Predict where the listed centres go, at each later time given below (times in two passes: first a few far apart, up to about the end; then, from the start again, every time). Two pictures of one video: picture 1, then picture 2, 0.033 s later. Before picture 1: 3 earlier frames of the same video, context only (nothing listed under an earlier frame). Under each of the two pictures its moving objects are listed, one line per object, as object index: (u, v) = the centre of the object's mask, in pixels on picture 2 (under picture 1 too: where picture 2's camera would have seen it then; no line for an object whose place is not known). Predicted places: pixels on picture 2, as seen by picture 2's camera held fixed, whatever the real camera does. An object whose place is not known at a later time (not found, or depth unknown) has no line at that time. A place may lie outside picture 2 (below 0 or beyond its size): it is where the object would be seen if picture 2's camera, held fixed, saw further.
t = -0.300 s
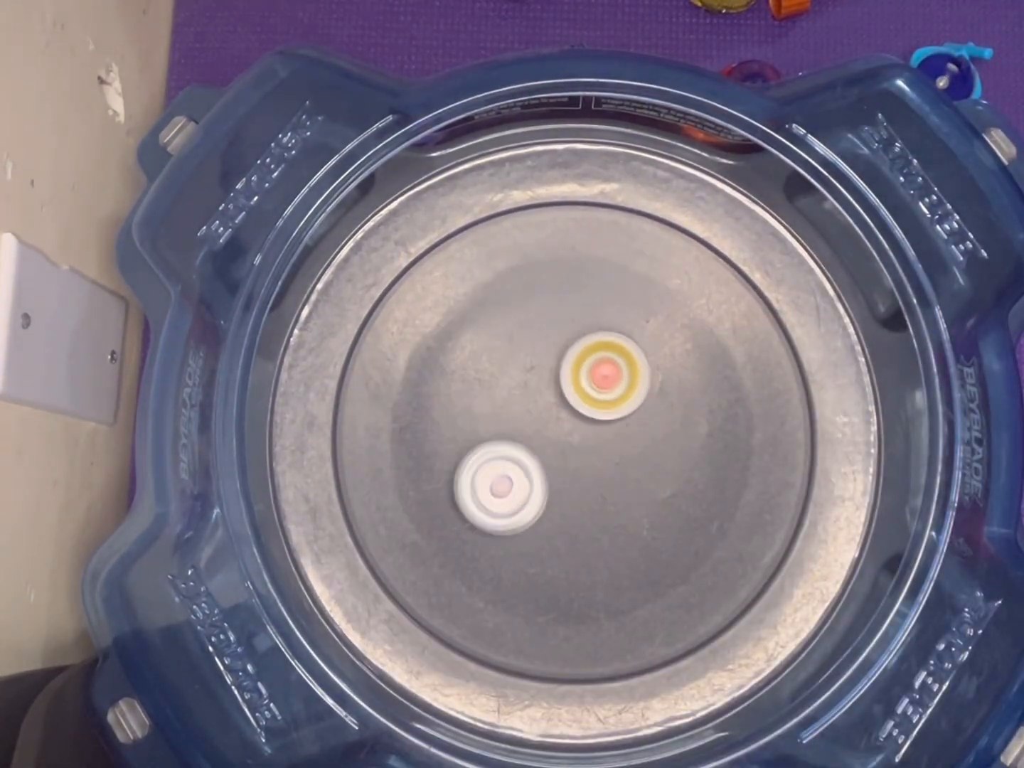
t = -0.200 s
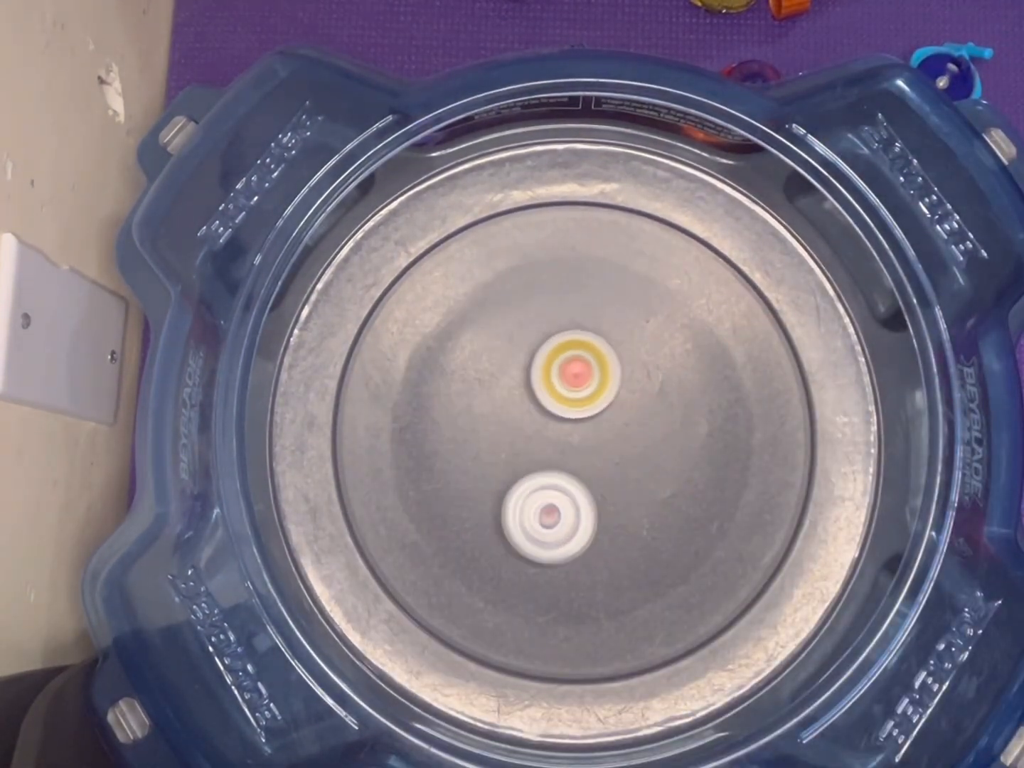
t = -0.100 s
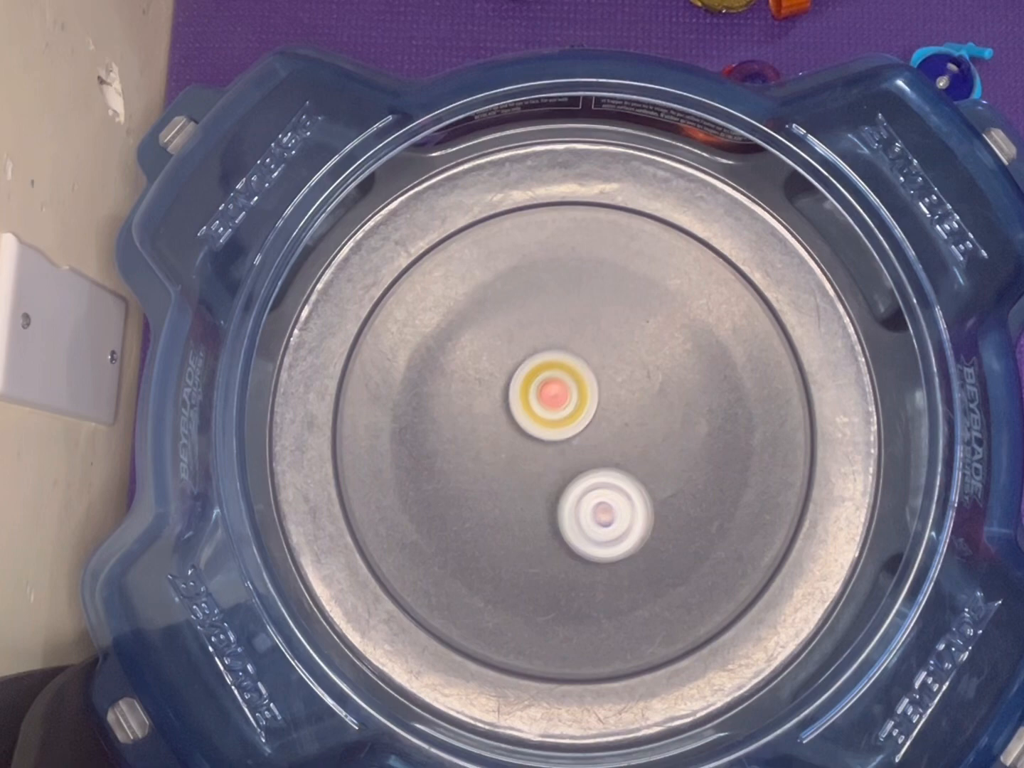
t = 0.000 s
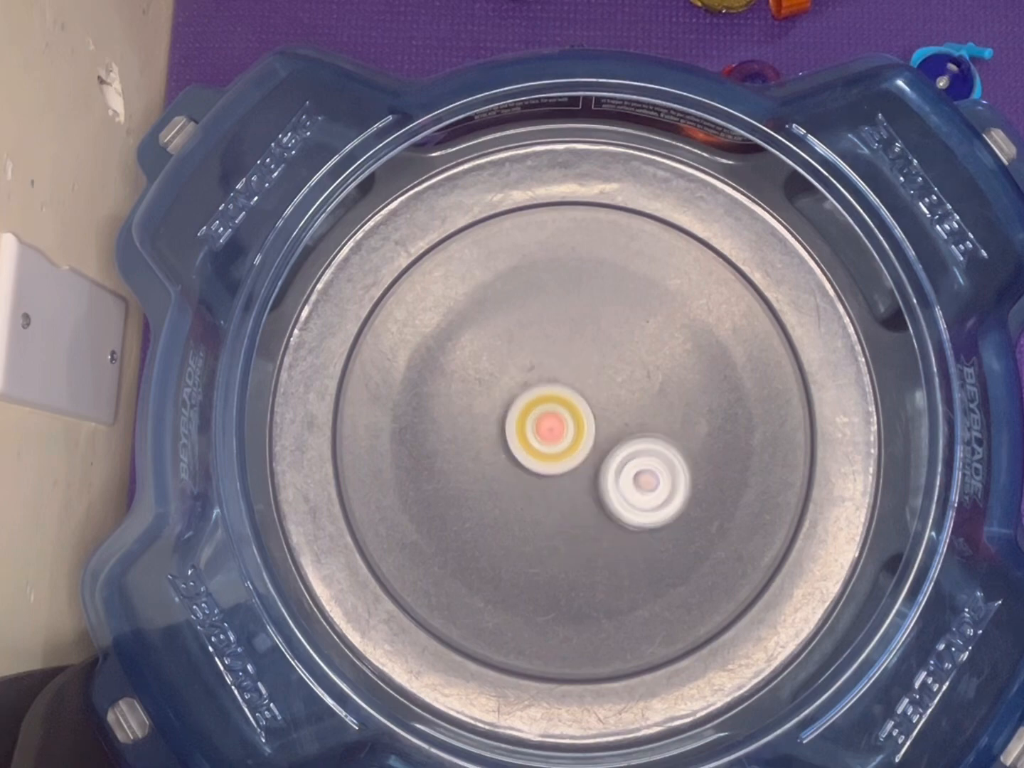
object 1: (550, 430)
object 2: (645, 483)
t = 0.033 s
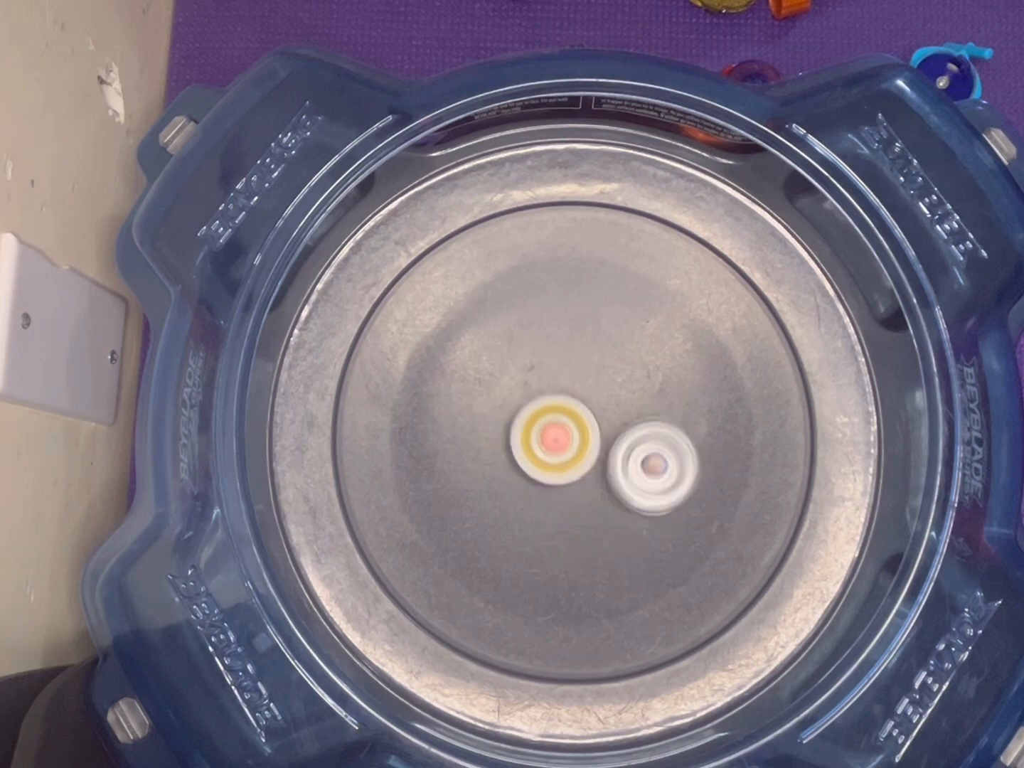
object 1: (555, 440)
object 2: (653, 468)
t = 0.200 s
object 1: (475, 467)
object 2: (776, 387)
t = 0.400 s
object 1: (482, 523)
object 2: (729, 328)
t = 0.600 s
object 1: (571, 551)
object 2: (586, 347)
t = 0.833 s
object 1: (651, 502)
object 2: (556, 466)
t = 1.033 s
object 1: (716, 414)
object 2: (530, 492)
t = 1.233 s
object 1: (645, 336)
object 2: (573, 458)
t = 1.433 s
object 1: (551, 351)
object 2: (600, 454)
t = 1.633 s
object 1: (488, 398)
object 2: (587, 505)
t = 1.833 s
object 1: (451, 449)
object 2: (652, 517)
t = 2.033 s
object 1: (488, 518)
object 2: (624, 442)
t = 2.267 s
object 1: (566, 584)
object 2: (523, 395)
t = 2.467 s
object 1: (651, 557)
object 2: (511, 391)
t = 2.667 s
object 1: (677, 468)
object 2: (521, 444)
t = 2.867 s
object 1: (621, 388)
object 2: (532, 478)
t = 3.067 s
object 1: (643, 139)
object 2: (464, 628)
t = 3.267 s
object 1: (543, 410)
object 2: (483, 661)
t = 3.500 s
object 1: (585, 403)
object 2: (499, 722)
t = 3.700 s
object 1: (628, 296)
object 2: (571, 693)
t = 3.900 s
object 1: (564, 291)
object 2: (631, 556)
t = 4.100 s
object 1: (505, 320)
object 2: (600, 451)
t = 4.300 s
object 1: (413, 256)
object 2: (603, 532)
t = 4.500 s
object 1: (379, 276)
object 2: (615, 574)
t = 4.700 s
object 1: (404, 385)
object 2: (605, 474)
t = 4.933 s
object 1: (482, 471)
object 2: (579, 445)
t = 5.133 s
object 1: (459, 569)
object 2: (652, 382)
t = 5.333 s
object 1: (475, 637)
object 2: (686, 268)
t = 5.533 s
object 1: (566, 641)
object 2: (598, 271)
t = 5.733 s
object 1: (633, 604)
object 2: (550, 345)
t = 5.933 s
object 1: (663, 526)
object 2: (549, 386)
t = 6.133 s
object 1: (684, 498)
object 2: (552, 356)
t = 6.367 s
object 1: (751, 533)
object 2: (469, 333)
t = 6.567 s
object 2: (499, 419)
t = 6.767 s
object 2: (546, 443)
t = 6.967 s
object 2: (523, 486)
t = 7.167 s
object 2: (376, 652)
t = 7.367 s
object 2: (481, 601)
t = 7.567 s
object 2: (573, 509)
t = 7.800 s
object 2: (588, 447)
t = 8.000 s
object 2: (550, 418)
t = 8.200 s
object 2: (525, 412)
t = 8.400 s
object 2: (521, 423)
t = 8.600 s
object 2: (520, 413)
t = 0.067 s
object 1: (562, 448)
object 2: (658, 450)
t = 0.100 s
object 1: (551, 453)
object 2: (680, 433)
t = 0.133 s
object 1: (522, 457)
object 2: (720, 417)
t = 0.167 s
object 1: (496, 462)
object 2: (753, 401)
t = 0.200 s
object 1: (475, 467)
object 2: (776, 387)
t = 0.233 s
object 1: (460, 473)
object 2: (791, 371)
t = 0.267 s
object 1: (452, 480)
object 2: (793, 358)
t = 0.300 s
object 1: (451, 489)
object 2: (783, 348)
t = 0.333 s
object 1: (457, 499)
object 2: (770, 340)
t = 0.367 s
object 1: (468, 511)
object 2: (750, 334)
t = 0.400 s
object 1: (482, 523)
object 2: (729, 328)
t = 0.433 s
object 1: (496, 533)
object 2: (704, 325)
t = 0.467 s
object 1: (511, 540)
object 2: (679, 326)
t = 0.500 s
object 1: (526, 546)
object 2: (654, 330)
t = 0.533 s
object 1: (541, 549)
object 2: (628, 335)
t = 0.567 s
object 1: (556, 551)
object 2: (606, 340)
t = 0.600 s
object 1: (571, 551)
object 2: (586, 347)
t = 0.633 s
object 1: (586, 550)
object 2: (570, 358)
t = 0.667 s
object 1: (601, 546)
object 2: (558, 372)
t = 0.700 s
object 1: (615, 540)
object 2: (550, 390)
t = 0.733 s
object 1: (626, 532)
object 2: (545, 409)
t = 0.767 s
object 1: (635, 524)
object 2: (545, 429)
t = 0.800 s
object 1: (643, 514)
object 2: (549, 448)
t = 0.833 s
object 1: (651, 502)
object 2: (556, 466)
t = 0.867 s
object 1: (668, 492)
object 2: (555, 480)
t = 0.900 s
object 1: (692, 483)
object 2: (544, 488)
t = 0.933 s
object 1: (708, 471)
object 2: (538, 494)
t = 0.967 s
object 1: (715, 454)
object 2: (533, 496)
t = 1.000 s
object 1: (718, 434)
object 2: (530, 494)
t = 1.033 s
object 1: (716, 414)
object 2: (530, 492)
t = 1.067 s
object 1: (710, 396)
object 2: (534, 489)
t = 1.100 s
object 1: (702, 381)
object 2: (540, 484)
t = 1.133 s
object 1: (690, 367)
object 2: (546, 478)
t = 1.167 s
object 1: (676, 355)
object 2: (553, 471)
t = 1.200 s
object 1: (661, 344)
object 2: (562, 465)
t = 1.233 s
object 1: (645, 336)
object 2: (573, 458)
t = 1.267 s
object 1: (628, 332)
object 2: (583, 453)
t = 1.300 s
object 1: (611, 330)
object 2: (591, 449)
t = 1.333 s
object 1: (595, 331)
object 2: (597, 447)
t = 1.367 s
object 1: (578, 335)
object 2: (601, 447)
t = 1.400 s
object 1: (563, 342)
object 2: (602, 449)
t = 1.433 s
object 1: (551, 351)
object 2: (600, 454)
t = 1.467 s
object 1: (540, 360)
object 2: (595, 462)
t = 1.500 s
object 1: (529, 373)
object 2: (587, 469)
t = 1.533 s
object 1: (520, 385)
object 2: (579, 476)
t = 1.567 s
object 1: (515, 398)
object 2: (573, 480)
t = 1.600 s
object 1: (509, 408)
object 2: (573, 485)
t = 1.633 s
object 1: (488, 398)
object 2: (587, 505)
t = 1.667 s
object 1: (472, 394)
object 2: (598, 520)
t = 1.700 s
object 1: (462, 397)
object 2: (610, 531)
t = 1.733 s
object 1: (456, 408)
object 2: (622, 535)
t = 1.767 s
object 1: (453, 420)
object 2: (633, 533)
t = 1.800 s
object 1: (452, 435)
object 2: (641, 527)
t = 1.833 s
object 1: (451, 449)
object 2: (652, 517)
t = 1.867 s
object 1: (453, 463)
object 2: (660, 503)
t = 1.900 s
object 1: (457, 476)
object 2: (661, 490)
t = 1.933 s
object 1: (463, 488)
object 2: (659, 477)
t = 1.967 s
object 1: (470, 500)
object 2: (651, 463)
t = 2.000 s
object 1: (479, 510)
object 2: (638, 452)
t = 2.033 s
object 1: (488, 518)
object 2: (624, 442)
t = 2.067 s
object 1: (499, 524)
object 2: (607, 434)
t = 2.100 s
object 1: (510, 527)
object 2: (590, 431)
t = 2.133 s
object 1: (521, 529)
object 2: (573, 431)
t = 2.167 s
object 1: (533, 530)
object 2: (556, 433)
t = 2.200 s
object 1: (544, 542)
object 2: (542, 428)
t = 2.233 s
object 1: (554, 568)
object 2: (532, 408)
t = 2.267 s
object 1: (566, 584)
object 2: (523, 395)
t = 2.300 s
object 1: (579, 591)
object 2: (518, 385)
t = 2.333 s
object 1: (594, 590)
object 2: (514, 380)
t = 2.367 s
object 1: (609, 585)
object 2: (510, 377)
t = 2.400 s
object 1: (624, 578)
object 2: (508, 379)
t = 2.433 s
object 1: (638, 569)
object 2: (509, 383)
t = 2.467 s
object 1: (651, 557)
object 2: (511, 391)
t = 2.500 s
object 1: (662, 544)
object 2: (514, 399)
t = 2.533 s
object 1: (671, 530)
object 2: (517, 408)
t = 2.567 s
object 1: (677, 514)
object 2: (518, 417)
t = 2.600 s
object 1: (680, 498)
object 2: (519, 426)
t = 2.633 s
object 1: (680, 483)
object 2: (520, 435)
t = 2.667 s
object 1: (677, 468)
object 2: (521, 444)
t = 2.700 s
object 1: (673, 454)
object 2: (522, 451)
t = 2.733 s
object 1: (666, 439)
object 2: (524, 458)
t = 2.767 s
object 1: (658, 425)
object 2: (528, 465)
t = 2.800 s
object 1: (647, 410)
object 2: (530, 472)
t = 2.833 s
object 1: (635, 399)
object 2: (531, 478)
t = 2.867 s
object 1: (621, 388)
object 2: (532, 478)
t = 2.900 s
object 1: (608, 379)
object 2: (535, 477)
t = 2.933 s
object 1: (590, 374)
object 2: (540, 469)
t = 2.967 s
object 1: (574, 369)
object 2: (545, 460)
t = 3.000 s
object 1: (593, 299)
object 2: (523, 505)
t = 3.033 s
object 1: (624, 202)
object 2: (489, 571)
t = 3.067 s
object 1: (643, 139)
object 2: (464, 628)
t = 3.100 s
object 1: (633, 154)
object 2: (456, 654)
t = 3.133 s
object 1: (614, 201)
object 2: (460, 666)
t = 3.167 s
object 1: (593, 256)
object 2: (464, 673)
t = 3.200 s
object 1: (571, 309)
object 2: (471, 676)
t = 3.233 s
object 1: (556, 361)
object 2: (477, 672)
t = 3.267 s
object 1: (543, 410)
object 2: (483, 661)
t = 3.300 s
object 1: (530, 458)
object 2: (490, 647)
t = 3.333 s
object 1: (521, 498)
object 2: (499, 628)
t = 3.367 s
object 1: (517, 521)
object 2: (503, 626)
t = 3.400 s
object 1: (535, 489)
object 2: (498, 657)
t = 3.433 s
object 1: (553, 458)
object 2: (494, 688)
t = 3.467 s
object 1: (570, 429)
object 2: (494, 710)
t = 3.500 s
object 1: (585, 403)
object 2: (499, 722)
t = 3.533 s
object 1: (600, 380)
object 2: (509, 724)
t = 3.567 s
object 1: (612, 361)
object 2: (519, 723)
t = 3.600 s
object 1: (623, 339)
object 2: (530, 720)
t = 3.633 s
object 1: (629, 321)
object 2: (543, 715)
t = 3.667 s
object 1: (632, 305)
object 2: (557, 705)
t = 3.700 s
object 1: (628, 296)
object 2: (571, 693)
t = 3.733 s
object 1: (621, 292)
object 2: (584, 679)
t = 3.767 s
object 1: (611, 290)
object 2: (597, 660)
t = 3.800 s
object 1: (600, 290)
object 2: (609, 635)
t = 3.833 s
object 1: (587, 291)
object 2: (621, 610)
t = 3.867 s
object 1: (575, 291)
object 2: (628, 585)
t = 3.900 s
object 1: (564, 291)
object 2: (631, 556)
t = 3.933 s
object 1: (553, 291)
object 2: (632, 533)
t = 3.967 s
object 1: (542, 293)
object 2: (630, 513)
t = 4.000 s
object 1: (531, 297)
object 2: (626, 495)
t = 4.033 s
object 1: (521, 303)
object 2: (620, 479)
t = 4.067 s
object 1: (512, 311)
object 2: (610, 464)
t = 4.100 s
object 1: (505, 320)
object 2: (600, 451)
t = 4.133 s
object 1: (500, 330)
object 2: (588, 441)
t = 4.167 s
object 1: (497, 341)
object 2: (572, 430)
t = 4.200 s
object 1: (496, 351)
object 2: (559, 424)
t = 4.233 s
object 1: (466, 318)
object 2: (573, 461)
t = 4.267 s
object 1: (436, 281)
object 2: (588, 499)
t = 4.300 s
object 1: (413, 256)
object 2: (603, 532)
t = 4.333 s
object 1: (402, 248)
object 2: (612, 560)
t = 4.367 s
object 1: (394, 246)
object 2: (617, 577)
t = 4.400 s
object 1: (389, 248)
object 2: (619, 587)
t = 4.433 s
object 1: (386, 255)
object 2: (618, 589)
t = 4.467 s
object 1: (382, 264)
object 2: (616, 585)
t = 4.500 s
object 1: (379, 276)
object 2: (615, 574)
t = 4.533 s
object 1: (376, 287)
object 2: (615, 558)
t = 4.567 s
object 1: (374, 301)
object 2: (616, 539)
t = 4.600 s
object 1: (377, 322)
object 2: (616, 522)
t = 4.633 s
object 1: (385, 345)
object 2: (614, 505)
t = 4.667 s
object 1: (394, 366)
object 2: (609, 488)
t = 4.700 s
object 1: (404, 385)
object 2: (605, 474)
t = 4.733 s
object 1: (414, 403)
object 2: (599, 463)
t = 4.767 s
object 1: (426, 419)
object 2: (593, 455)
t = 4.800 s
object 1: (438, 433)
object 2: (587, 449)
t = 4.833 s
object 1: (450, 445)
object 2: (582, 445)
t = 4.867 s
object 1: (464, 454)
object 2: (578, 443)
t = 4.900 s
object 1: (477, 462)
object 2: (576, 443)
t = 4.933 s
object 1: (482, 471)
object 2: (579, 445)
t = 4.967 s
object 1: (485, 480)
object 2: (589, 445)
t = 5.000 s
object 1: (494, 488)
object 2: (592, 445)
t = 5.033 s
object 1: (507, 495)
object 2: (591, 443)
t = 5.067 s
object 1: (517, 504)
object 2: (591, 438)
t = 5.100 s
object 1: (487, 538)
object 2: (625, 408)
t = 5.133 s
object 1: (459, 569)
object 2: (652, 382)
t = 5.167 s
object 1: (441, 594)
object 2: (675, 359)
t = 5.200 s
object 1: (431, 614)
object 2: (691, 338)
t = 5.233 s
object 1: (432, 627)
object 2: (699, 318)
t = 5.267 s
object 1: (444, 630)
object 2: (699, 297)
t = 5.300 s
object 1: (459, 633)
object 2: (695, 280)
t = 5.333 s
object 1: (475, 637)
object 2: (686, 268)
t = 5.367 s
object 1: (491, 639)
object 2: (672, 260)
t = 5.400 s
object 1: (508, 641)
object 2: (657, 256)
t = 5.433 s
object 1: (523, 642)
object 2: (642, 255)
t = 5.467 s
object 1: (537, 642)
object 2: (628, 258)
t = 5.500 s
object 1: (552, 642)
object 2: (613, 263)
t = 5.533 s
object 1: (566, 641)
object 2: (598, 271)
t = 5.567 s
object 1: (579, 638)
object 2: (585, 280)
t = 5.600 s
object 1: (592, 635)
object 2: (573, 292)
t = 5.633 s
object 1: (603, 629)
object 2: (565, 306)
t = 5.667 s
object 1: (614, 622)
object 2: (559, 320)
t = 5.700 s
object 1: (623, 614)
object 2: (554, 333)
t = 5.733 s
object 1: (633, 604)
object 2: (550, 345)
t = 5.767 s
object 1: (641, 593)
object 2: (547, 355)
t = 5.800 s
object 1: (649, 581)
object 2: (546, 364)
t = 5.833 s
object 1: (655, 568)
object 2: (546, 372)
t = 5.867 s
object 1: (659, 554)
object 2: (546, 378)
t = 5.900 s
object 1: (662, 540)
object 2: (548, 383)
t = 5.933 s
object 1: (663, 526)
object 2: (549, 386)
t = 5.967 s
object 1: (663, 513)
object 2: (552, 388)
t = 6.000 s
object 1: (662, 498)
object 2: (557, 389)
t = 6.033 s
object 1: (659, 484)
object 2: (564, 389)
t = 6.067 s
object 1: (654, 470)
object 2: (572, 390)
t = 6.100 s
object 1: (654, 466)
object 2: (576, 388)
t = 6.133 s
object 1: (684, 498)
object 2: (552, 356)
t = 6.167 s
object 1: (712, 526)
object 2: (530, 330)
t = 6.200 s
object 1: (731, 545)
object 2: (513, 312)
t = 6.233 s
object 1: (742, 557)
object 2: (497, 301)
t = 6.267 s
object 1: (749, 562)
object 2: (485, 298)
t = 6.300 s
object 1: (751, 557)
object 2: (476, 305)
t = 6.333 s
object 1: (751, 547)
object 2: (471, 318)
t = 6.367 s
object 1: (751, 533)
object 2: (469, 333)
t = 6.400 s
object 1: (751, 518)
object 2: (471, 350)
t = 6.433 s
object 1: (750, 503)
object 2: (474, 366)
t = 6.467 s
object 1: (748, 489)
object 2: (478, 382)
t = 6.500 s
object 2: (483, 396)
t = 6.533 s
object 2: (491, 408)
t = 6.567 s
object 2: (499, 419)
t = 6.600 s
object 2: (507, 427)
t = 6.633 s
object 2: (515, 432)
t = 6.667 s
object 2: (523, 436)
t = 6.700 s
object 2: (531, 439)
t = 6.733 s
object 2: (539, 441)
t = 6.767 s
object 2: (546, 443)
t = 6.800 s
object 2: (552, 445)
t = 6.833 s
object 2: (556, 446)
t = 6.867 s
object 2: (559, 447)
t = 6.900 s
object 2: (562, 446)
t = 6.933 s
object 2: (564, 443)
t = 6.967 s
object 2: (523, 486)
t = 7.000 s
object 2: (471, 541)
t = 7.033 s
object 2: (424, 587)
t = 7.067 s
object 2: (395, 619)
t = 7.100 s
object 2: (377, 642)
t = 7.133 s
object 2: (366, 655)
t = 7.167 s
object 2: (376, 652)
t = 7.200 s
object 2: (389, 647)
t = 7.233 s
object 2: (405, 640)
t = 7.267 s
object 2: (422, 632)
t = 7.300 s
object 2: (439, 624)
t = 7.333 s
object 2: (461, 613)
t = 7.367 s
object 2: (481, 601)
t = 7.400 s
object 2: (500, 587)
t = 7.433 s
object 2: (520, 572)
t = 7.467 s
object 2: (535, 556)
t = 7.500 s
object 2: (550, 541)
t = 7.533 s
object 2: (563, 524)
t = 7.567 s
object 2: (573, 509)
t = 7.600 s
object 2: (583, 496)
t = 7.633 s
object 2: (589, 486)
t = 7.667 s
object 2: (595, 475)
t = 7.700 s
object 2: (596, 467)
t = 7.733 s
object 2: (594, 460)
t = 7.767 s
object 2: (591, 452)
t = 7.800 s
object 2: (588, 447)
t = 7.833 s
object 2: (583, 442)
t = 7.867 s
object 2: (576, 438)
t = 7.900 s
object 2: (569, 432)
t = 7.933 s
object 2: (561, 426)
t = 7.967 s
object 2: (555, 423)
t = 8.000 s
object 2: (550, 418)
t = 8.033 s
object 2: (547, 417)
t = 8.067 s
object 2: (543, 416)
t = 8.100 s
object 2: (538, 416)
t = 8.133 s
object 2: (533, 417)
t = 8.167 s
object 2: (528, 415)
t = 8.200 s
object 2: (525, 412)
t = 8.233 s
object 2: (523, 410)
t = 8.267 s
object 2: (523, 410)
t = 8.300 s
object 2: (523, 412)
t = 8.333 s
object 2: (523, 415)
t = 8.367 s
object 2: (522, 418)
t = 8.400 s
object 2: (521, 423)
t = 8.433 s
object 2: (521, 425)
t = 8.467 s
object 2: (520, 425)
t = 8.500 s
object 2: (519, 424)
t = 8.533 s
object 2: (518, 422)
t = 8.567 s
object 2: (519, 418)
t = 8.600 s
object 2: (520, 413)
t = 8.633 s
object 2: (522, 408)
